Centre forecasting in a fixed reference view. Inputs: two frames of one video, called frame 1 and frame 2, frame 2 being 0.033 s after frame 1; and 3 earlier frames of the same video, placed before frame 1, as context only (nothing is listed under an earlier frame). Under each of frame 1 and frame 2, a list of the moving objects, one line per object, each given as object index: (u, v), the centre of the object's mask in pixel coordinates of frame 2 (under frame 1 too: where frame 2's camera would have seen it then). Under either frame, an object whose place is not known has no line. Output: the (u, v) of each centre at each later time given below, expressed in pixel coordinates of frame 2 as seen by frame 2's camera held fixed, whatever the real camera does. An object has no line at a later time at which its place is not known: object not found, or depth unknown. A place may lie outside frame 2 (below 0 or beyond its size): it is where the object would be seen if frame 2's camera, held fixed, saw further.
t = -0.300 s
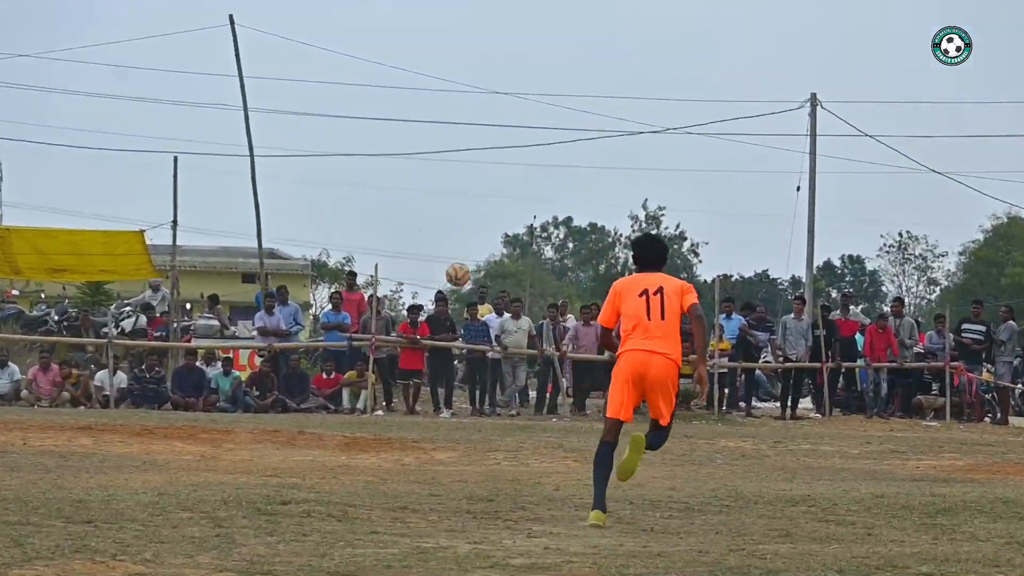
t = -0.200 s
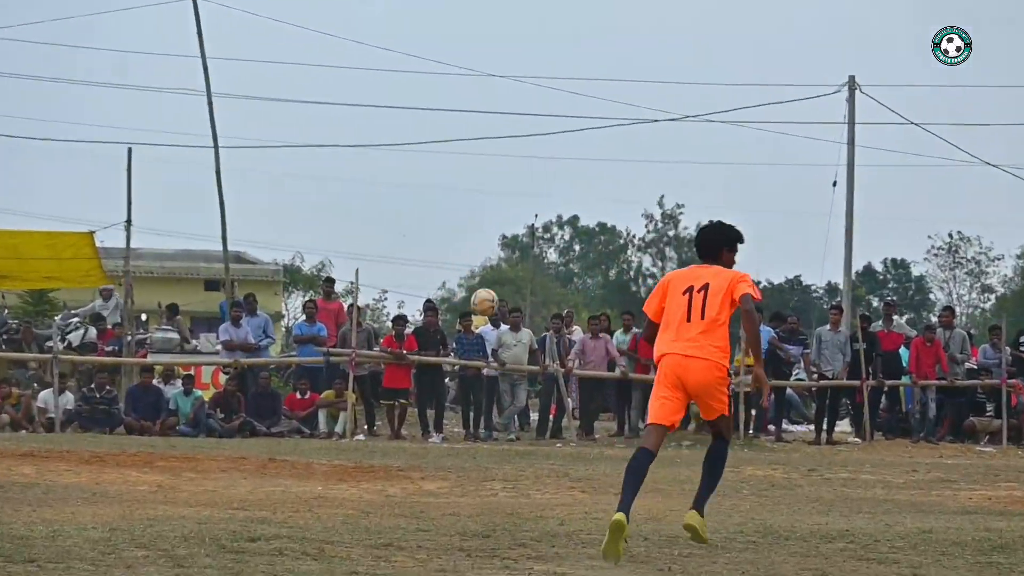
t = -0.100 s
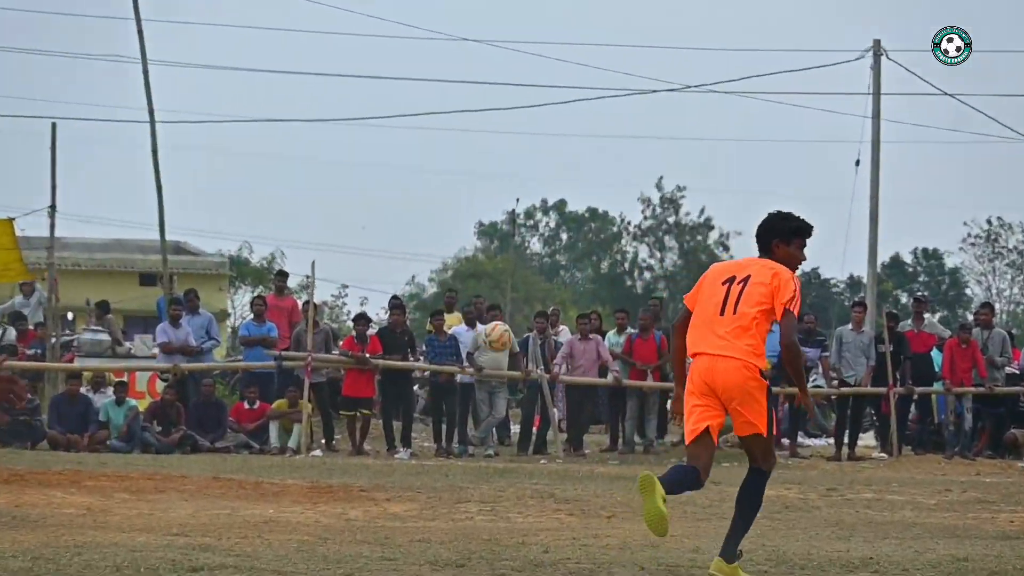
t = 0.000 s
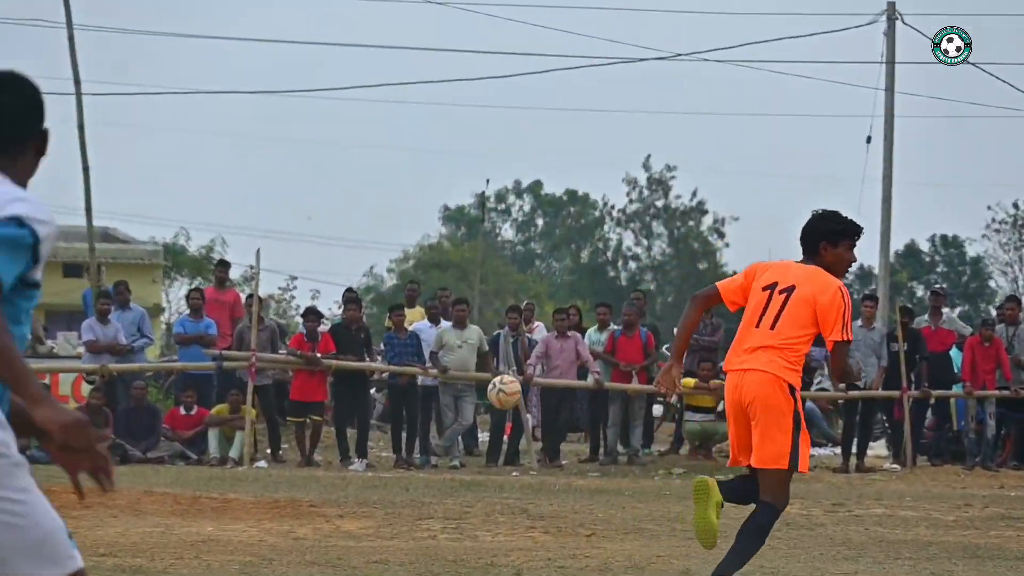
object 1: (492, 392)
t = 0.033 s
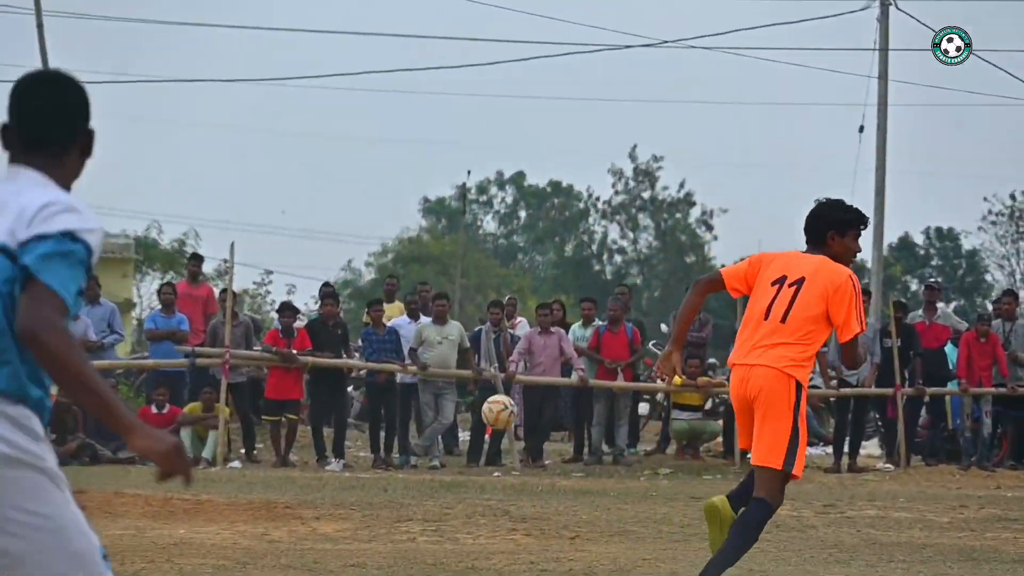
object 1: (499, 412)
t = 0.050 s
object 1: (502, 424)
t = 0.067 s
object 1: (507, 439)
